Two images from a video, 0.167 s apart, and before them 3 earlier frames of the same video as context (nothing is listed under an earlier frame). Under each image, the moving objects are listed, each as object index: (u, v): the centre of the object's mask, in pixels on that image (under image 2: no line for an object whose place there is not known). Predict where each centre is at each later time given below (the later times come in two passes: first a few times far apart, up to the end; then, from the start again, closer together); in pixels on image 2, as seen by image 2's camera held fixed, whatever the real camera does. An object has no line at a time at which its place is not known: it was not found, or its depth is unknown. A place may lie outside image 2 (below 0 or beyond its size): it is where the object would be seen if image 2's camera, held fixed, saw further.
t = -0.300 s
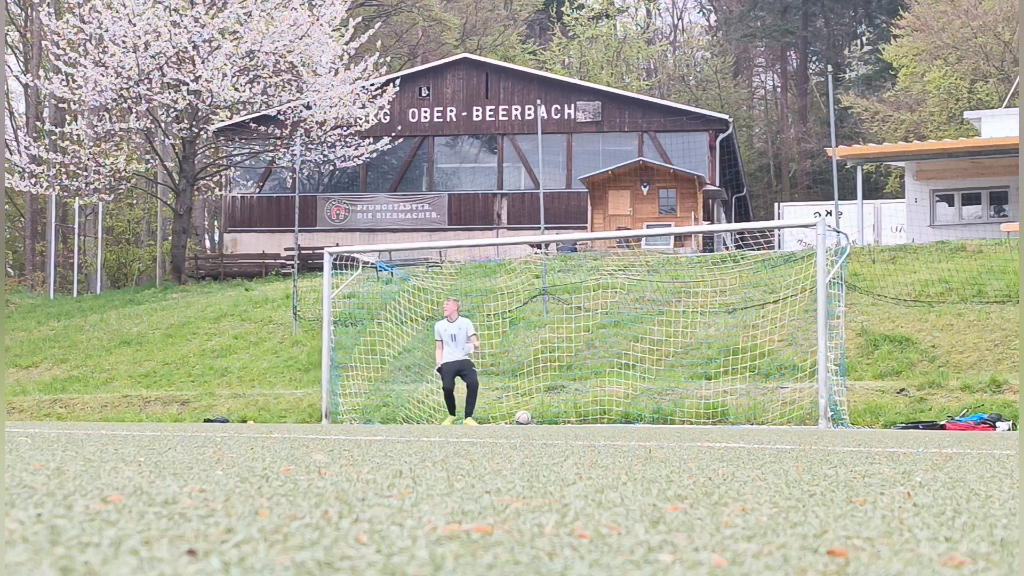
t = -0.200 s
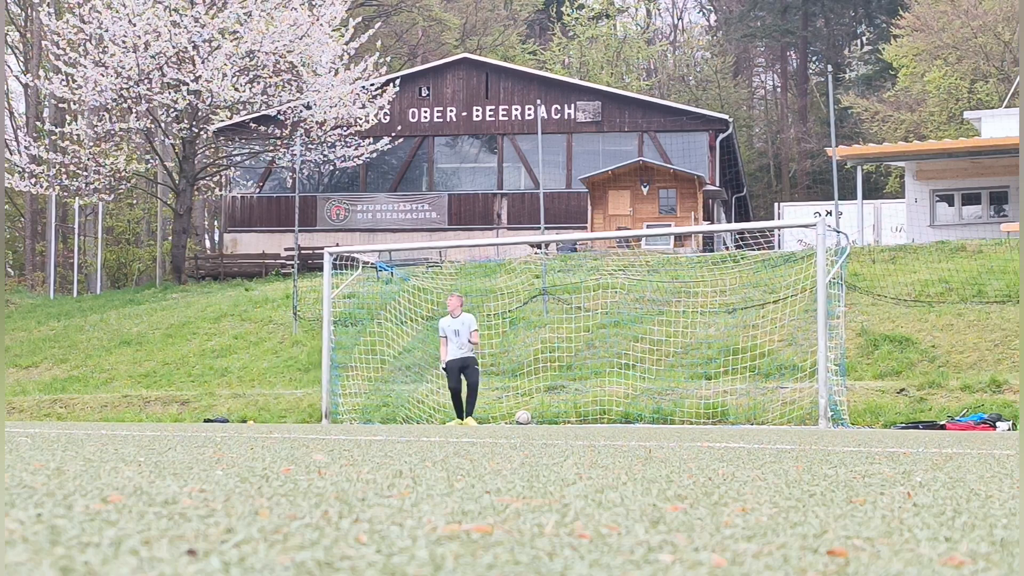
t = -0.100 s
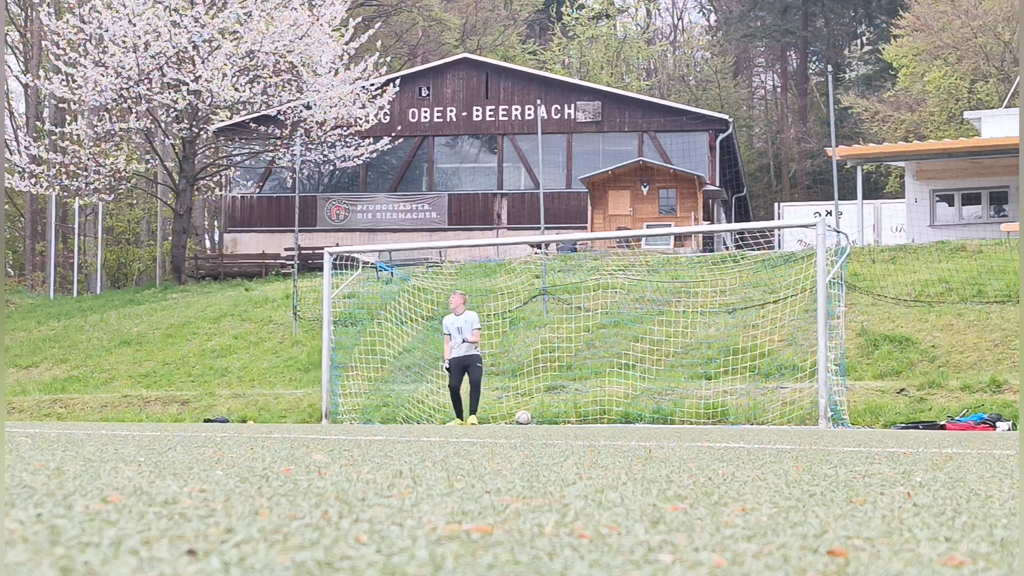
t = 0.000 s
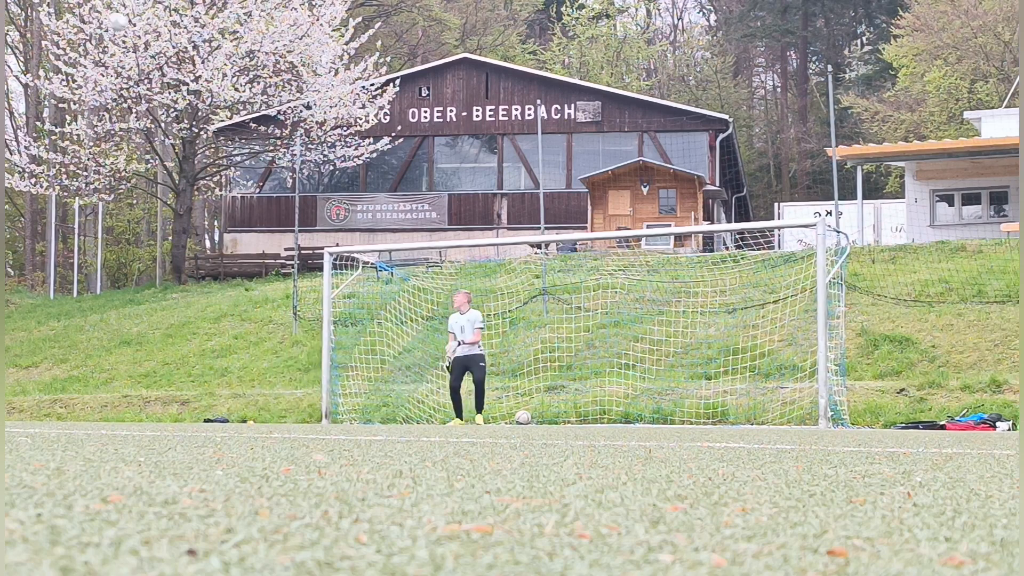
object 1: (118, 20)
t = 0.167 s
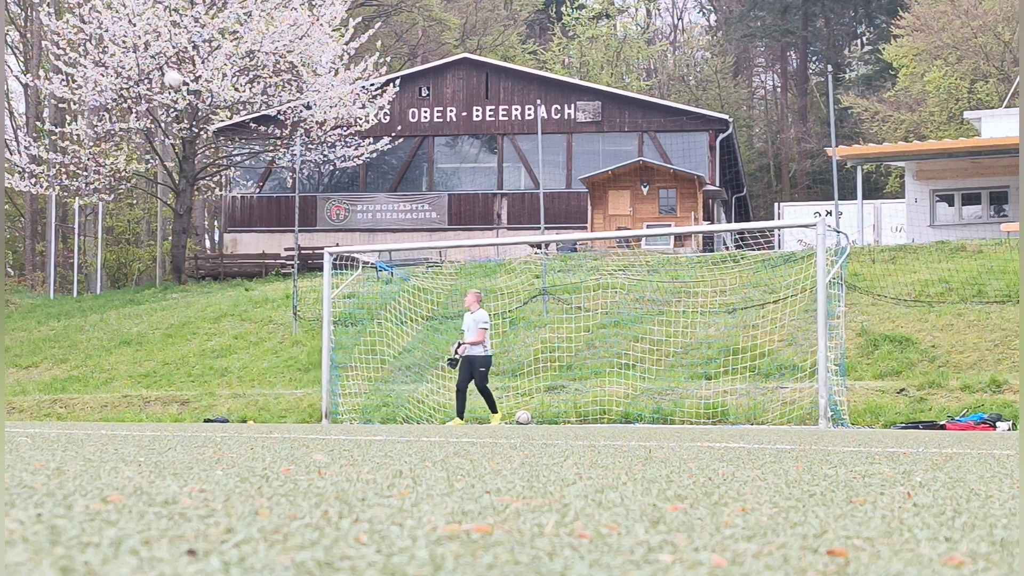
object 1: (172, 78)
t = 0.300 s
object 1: (212, 134)
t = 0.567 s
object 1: (279, 260)
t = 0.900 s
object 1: (319, 375)
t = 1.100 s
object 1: (294, 301)
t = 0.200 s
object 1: (183, 91)
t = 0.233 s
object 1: (193, 105)
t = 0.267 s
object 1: (203, 120)
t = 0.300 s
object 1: (212, 134)
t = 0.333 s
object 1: (221, 148)
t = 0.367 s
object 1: (230, 163)
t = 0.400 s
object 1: (238, 178)
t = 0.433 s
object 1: (247, 194)
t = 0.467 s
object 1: (255, 210)
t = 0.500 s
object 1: (264, 226)
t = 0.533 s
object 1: (271, 242)
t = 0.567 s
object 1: (279, 260)
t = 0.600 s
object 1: (286, 277)
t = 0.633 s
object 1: (294, 294)
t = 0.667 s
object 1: (301, 312)
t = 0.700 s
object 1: (307, 330)
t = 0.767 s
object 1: (318, 367)
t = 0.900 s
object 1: (319, 375)
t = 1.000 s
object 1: (310, 335)
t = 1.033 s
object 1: (304, 323)
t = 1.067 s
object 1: (299, 311)
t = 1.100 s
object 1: (294, 301)
